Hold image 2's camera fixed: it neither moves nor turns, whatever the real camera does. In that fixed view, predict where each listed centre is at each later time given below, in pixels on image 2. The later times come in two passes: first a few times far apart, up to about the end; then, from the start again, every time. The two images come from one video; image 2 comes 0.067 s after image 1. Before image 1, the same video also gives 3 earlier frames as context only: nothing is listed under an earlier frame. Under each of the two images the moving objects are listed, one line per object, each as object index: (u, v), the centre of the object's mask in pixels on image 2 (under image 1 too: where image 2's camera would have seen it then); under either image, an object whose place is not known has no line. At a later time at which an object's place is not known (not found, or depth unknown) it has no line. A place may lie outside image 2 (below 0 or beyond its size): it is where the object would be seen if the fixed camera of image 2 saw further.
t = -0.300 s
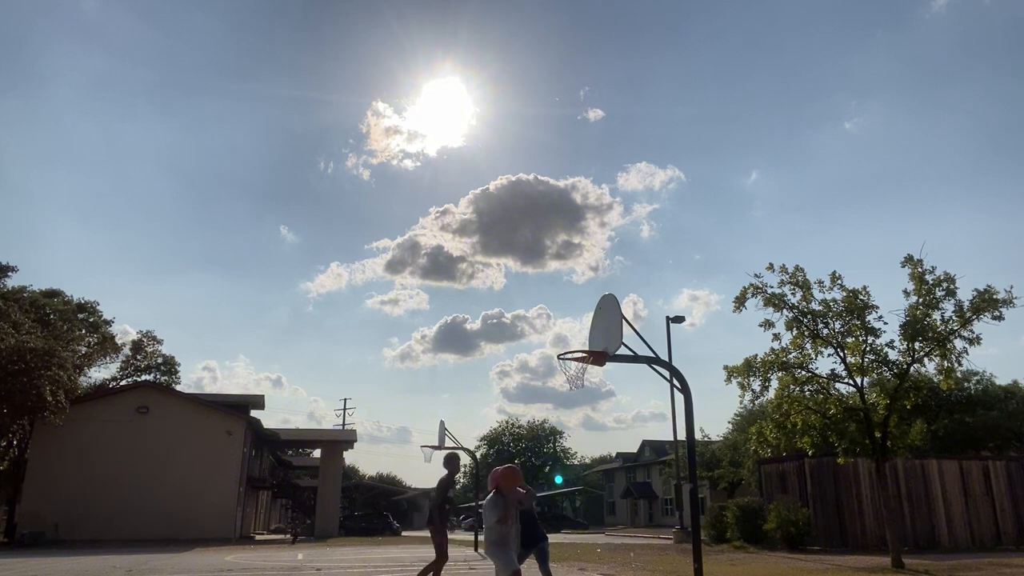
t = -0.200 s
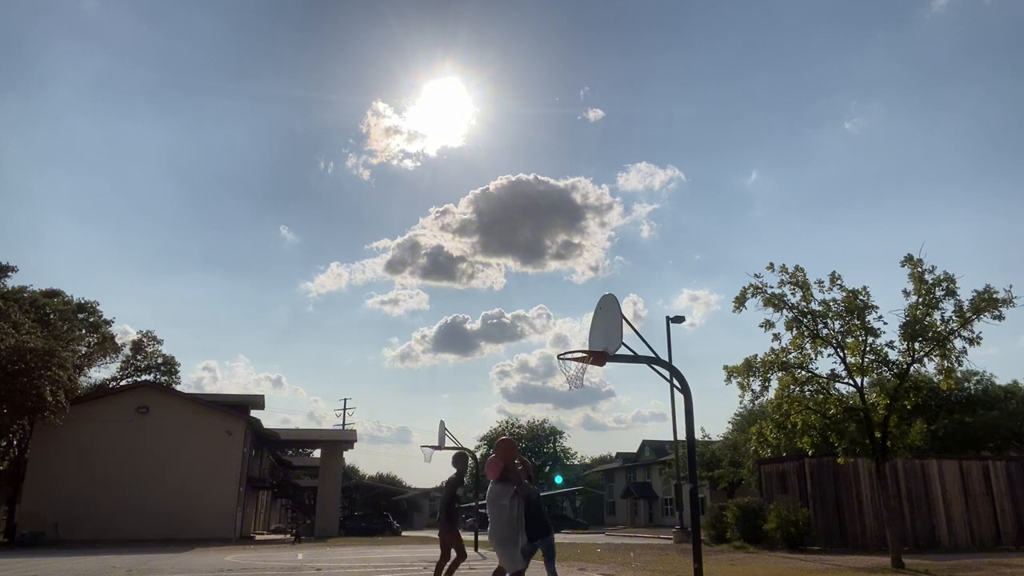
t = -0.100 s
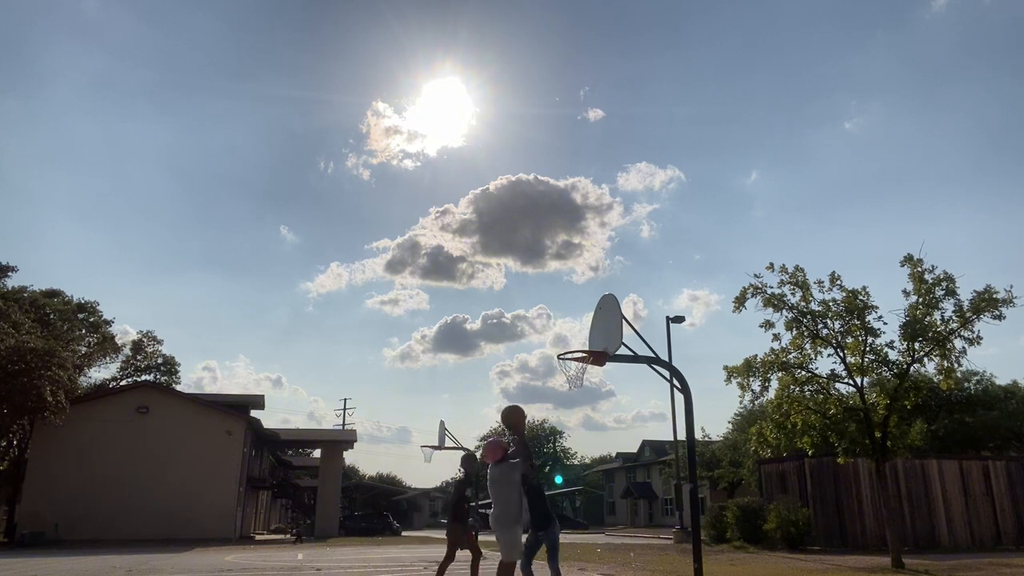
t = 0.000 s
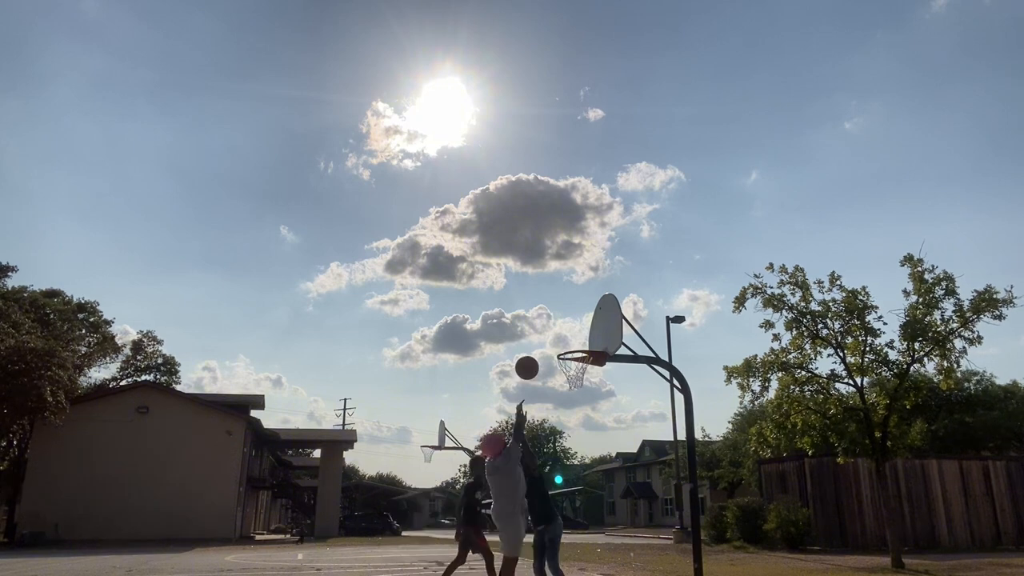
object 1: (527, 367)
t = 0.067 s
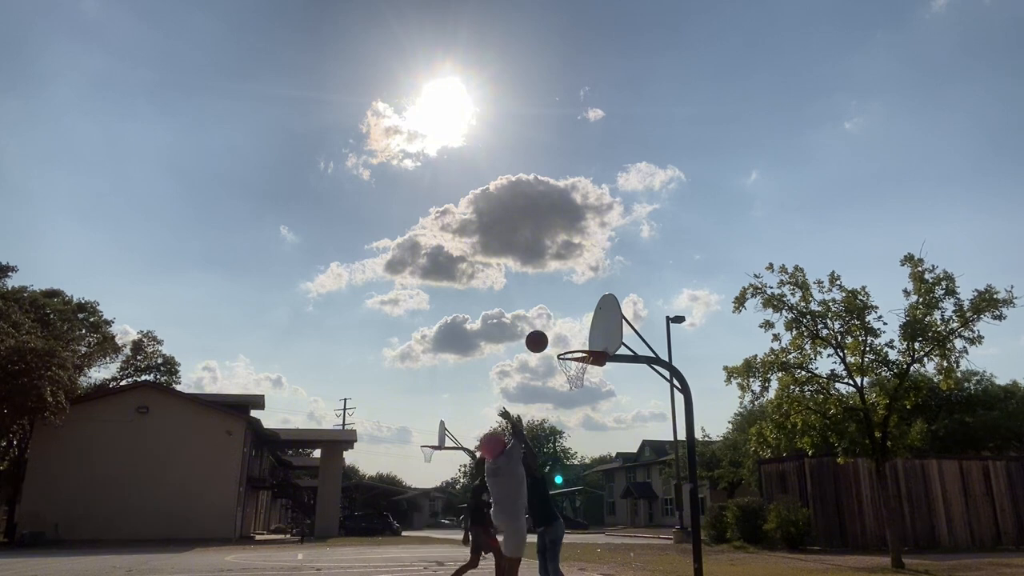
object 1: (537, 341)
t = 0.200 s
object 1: (555, 306)
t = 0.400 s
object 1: (578, 284)
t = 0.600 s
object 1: (599, 294)
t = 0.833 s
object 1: (574, 327)
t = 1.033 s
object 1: (548, 334)
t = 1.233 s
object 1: (528, 331)
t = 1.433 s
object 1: (508, 357)
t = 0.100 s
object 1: (541, 331)
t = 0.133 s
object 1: (546, 321)
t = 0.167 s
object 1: (550, 313)
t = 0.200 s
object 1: (555, 306)
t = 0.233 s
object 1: (559, 299)
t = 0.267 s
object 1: (563, 294)
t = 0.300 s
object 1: (567, 290)
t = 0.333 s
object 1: (571, 287)
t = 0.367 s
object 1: (574, 285)
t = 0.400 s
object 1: (578, 284)
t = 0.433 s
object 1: (582, 284)
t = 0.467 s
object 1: (585, 284)
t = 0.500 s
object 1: (589, 286)
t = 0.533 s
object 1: (592, 288)
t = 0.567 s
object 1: (596, 291)
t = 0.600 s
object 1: (599, 294)
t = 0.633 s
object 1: (602, 299)
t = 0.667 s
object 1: (603, 303)
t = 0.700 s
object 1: (597, 306)
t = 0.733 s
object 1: (591, 310)
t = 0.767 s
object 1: (585, 315)
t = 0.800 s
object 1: (580, 321)
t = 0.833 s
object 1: (574, 327)
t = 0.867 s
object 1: (568, 334)
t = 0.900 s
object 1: (562, 342)
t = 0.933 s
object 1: (558, 346)
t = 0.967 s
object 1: (555, 341)
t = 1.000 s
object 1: (551, 337)
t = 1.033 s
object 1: (548, 334)
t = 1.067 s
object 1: (544, 332)
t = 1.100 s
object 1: (541, 330)
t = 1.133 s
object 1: (537, 329)
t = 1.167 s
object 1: (534, 329)
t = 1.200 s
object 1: (531, 330)
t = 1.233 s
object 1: (528, 331)
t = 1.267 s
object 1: (524, 334)
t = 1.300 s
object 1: (521, 337)
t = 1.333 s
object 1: (518, 340)
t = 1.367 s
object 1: (515, 345)
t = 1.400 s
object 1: (511, 350)
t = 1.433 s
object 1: (508, 357)
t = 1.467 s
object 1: (505, 363)
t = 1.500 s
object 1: (502, 371)
